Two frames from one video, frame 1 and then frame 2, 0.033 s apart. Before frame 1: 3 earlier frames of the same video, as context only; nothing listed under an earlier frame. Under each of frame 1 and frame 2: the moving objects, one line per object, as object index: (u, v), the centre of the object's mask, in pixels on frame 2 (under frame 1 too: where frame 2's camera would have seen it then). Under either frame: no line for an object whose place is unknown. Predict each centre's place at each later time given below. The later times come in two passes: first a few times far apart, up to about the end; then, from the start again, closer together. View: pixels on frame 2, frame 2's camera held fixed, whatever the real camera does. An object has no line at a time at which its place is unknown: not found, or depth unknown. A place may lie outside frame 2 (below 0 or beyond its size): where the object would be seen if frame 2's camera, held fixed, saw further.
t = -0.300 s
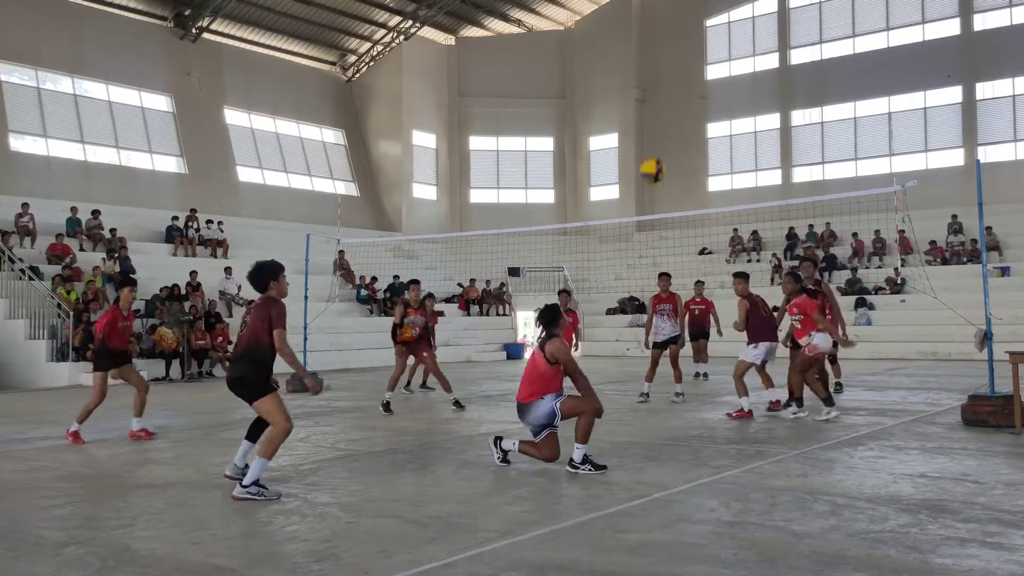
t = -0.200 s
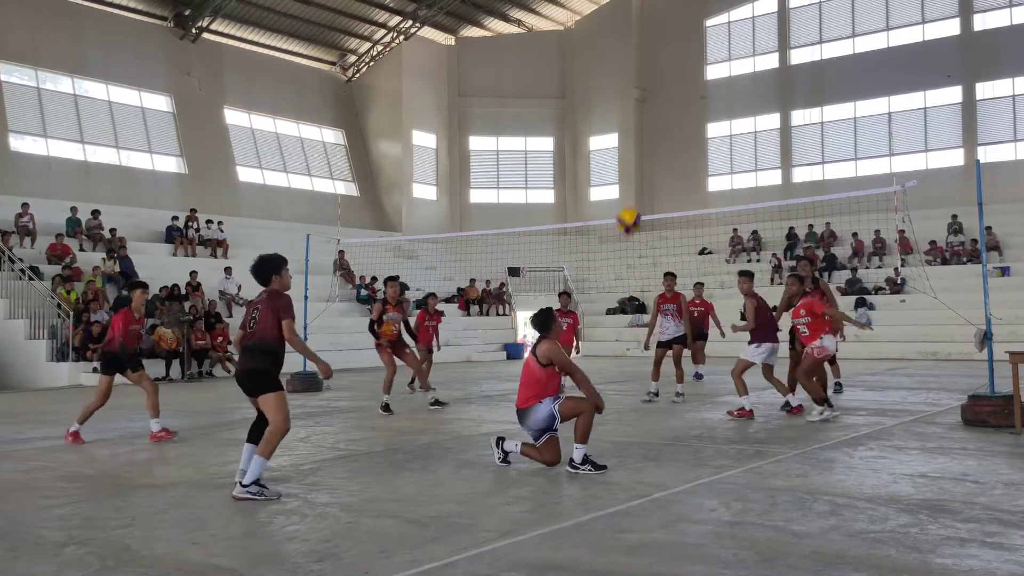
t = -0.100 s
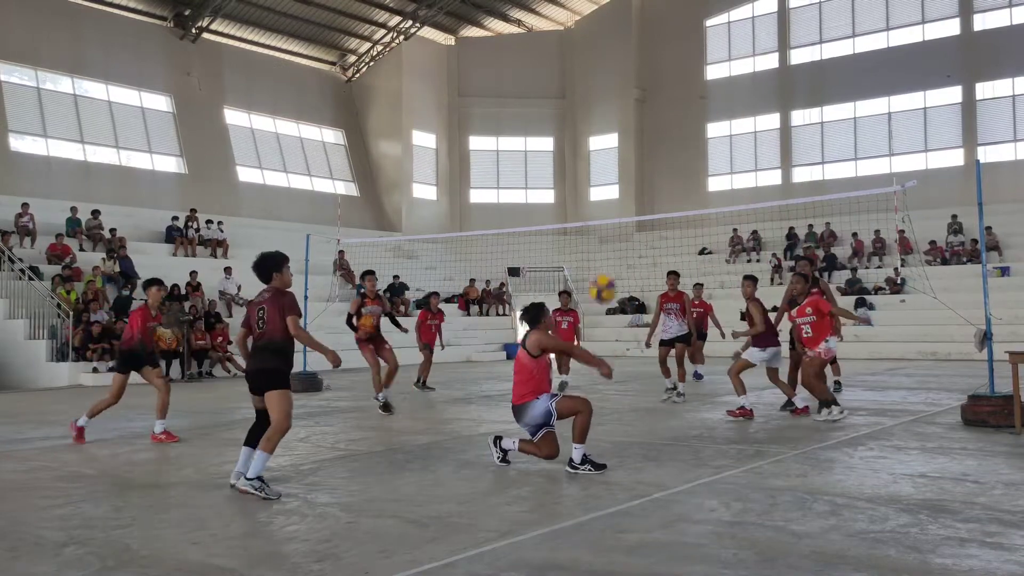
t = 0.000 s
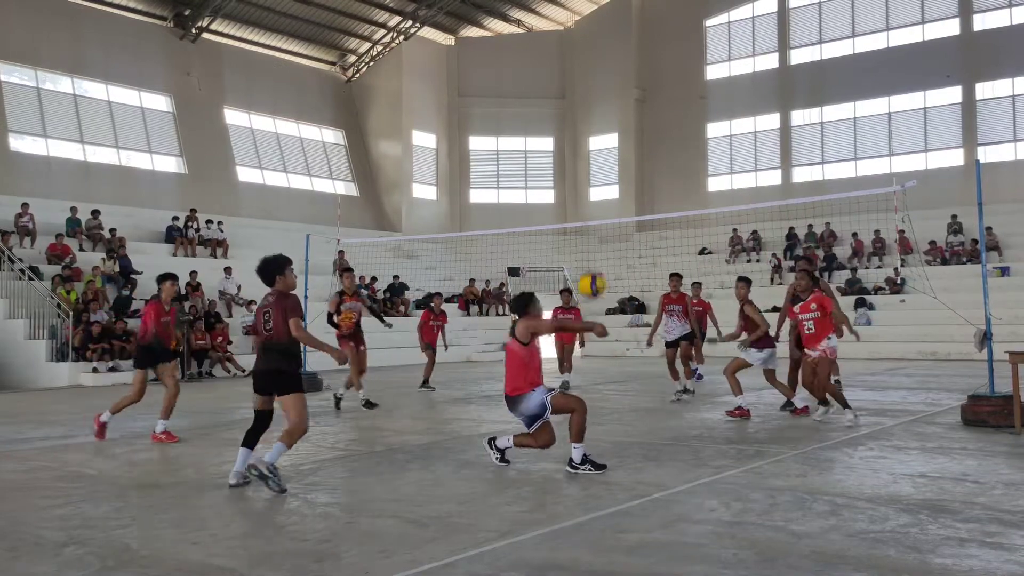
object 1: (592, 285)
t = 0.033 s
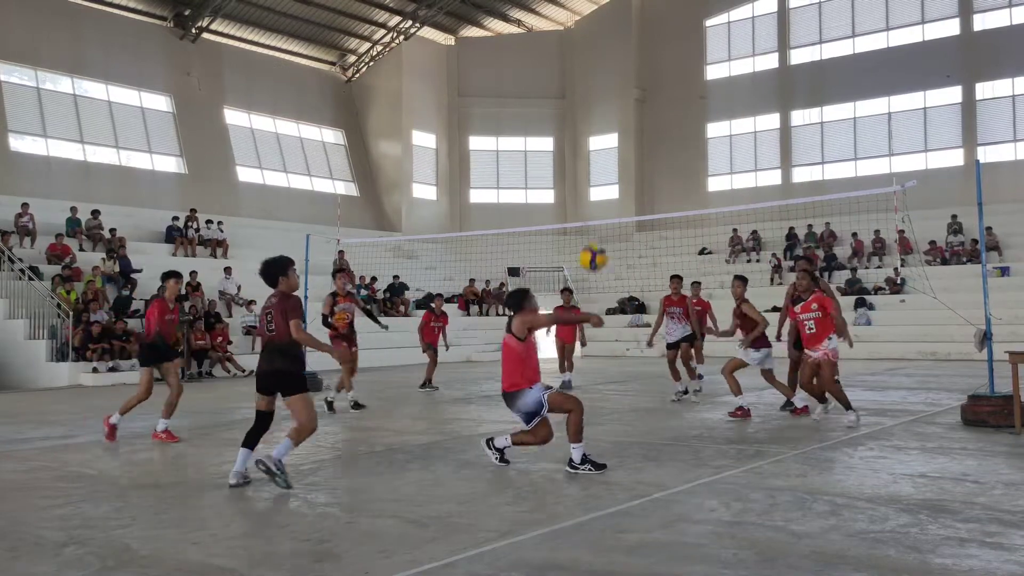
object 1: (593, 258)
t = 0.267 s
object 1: (606, 117)
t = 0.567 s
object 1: (623, 49)
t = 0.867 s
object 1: (639, 83)
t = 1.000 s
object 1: (646, 128)
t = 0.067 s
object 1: (594, 233)
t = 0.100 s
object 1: (595, 210)
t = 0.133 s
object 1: (598, 187)
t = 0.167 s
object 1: (600, 167)
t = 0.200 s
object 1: (602, 149)
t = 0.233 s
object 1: (604, 132)
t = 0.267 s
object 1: (606, 117)
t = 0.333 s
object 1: (610, 92)
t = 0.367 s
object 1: (611, 82)
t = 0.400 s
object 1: (613, 72)
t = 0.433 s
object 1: (615, 65)
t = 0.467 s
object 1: (617, 59)
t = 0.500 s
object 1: (618, 54)
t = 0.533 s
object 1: (620, 51)
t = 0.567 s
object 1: (623, 49)
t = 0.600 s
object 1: (624, 48)
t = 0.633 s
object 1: (626, 48)
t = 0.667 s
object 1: (628, 50)
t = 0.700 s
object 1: (630, 52)
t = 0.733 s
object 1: (632, 56)
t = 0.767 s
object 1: (634, 62)
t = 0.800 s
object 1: (636, 68)
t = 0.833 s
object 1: (638, 75)
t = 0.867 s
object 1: (639, 83)
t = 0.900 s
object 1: (641, 93)
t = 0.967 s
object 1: (644, 115)
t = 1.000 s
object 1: (646, 128)
